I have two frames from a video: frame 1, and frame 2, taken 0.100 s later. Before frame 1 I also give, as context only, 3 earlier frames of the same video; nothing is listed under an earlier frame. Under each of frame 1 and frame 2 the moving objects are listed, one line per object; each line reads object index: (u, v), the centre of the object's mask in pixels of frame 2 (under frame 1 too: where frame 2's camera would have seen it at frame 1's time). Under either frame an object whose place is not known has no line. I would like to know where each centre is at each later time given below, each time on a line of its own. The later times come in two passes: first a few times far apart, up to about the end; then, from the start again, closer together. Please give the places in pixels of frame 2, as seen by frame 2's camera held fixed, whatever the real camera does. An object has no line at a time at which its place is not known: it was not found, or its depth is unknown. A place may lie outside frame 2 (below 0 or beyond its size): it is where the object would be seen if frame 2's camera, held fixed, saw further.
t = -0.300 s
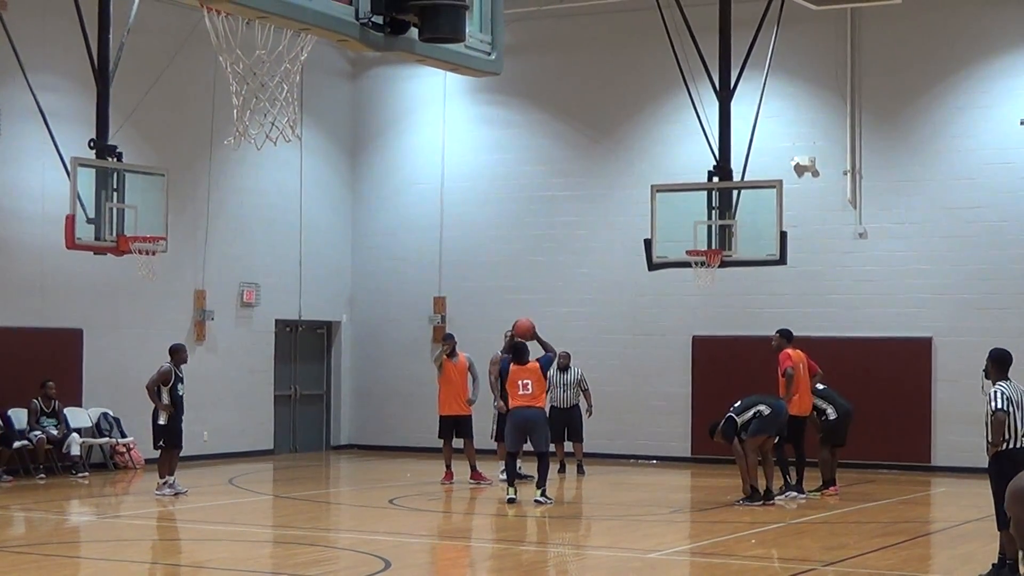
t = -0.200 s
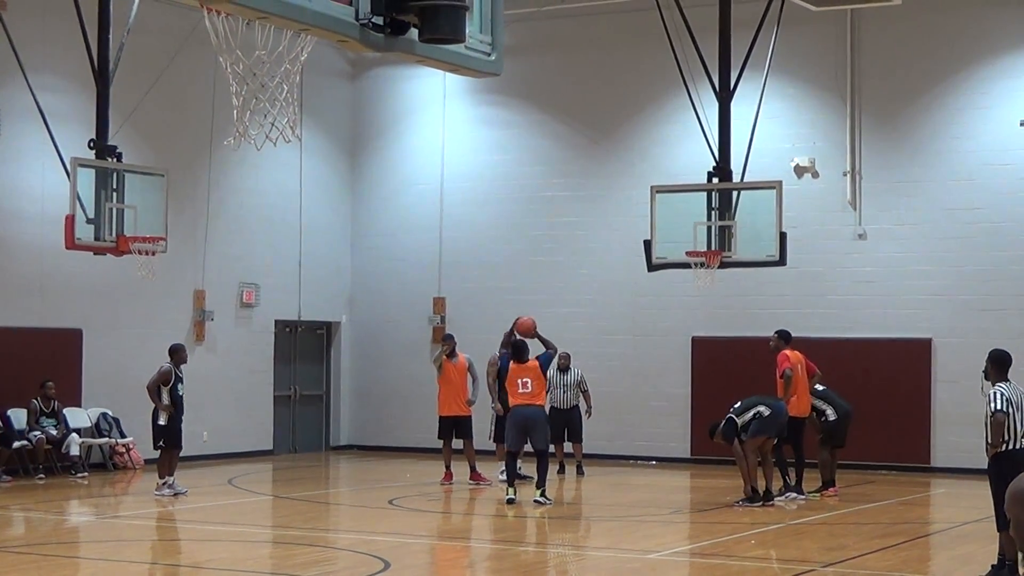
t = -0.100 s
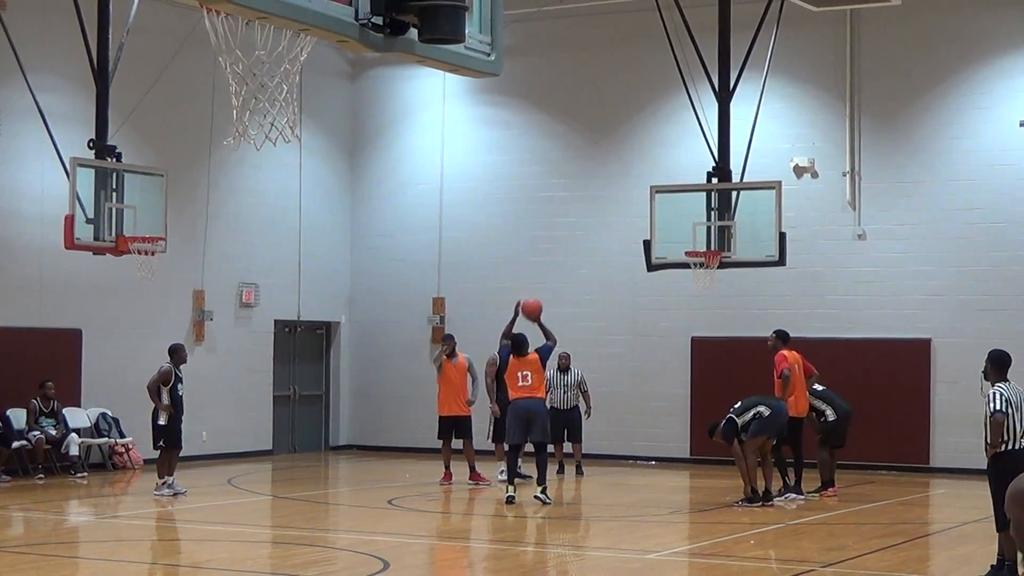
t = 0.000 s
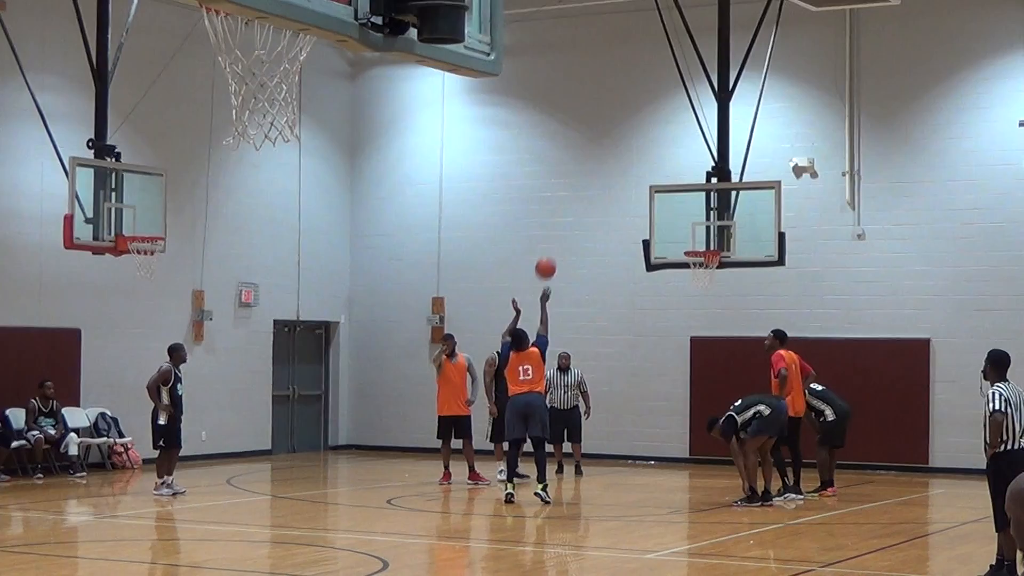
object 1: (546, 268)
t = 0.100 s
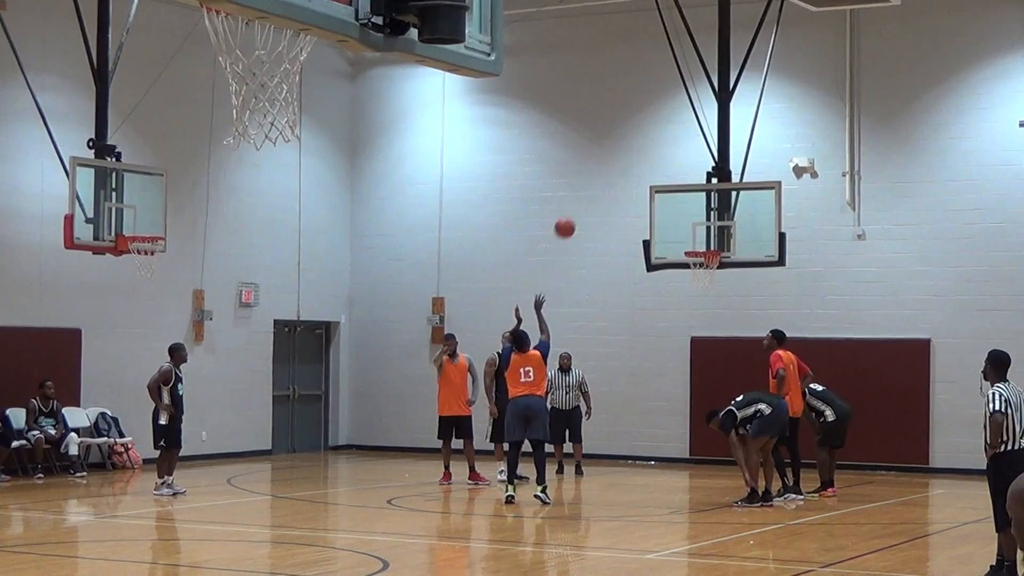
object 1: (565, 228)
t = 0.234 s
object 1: (589, 188)
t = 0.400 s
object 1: (617, 161)
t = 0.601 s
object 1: (650, 159)
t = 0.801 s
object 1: (680, 187)
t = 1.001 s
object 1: (708, 242)
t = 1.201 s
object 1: (681, 212)
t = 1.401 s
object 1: (648, 200)
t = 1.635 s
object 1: (608, 228)
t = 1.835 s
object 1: (572, 288)
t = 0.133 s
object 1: (571, 216)
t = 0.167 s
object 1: (577, 206)
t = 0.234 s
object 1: (589, 188)
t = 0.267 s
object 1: (595, 181)
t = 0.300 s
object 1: (601, 174)
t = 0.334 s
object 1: (606, 169)
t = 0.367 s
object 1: (612, 165)
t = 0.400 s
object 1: (617, 161)
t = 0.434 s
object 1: (623, 159)
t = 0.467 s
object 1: (628, 157)
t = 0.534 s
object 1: (639, 157)
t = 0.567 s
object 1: (644, 157)
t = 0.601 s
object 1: (650, 159)
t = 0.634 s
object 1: (655, 162)
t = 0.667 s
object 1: (660, 165)
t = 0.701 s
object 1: (665, 169)
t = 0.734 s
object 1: (670, 175)
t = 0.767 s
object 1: (675, 181)
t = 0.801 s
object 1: (680, 187)
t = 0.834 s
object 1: (685, 195)
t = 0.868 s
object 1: (690, 203)
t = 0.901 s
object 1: (694, 212)
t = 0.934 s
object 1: (699, 222)
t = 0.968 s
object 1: (703, 233)
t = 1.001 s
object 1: (708, 242)
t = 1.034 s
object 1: (707, 243)
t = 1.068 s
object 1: (701, 235)
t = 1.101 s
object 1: (697, 229)
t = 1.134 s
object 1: (692, 222)
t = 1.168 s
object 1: (686, 216)
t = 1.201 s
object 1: (681, 212)
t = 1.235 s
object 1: (675, 208)
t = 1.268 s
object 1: (670, 205)
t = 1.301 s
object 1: (665, 202)
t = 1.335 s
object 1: (659, 201)
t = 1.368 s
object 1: (653, 200)
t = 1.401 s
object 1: (648, 200)
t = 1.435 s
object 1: (642, 201)
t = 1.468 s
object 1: (637, 203)
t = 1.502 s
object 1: (631, 207)
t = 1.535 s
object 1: (625, 210)
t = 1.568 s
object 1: (619, 215)
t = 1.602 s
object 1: (614, 221)
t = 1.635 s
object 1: (608, 228)
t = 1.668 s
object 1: (602, 235)
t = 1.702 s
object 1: (596, 244)
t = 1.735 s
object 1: (590, 253)
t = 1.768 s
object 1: (584, 264)
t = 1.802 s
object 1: (578, 276)
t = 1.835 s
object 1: (572, 288)
